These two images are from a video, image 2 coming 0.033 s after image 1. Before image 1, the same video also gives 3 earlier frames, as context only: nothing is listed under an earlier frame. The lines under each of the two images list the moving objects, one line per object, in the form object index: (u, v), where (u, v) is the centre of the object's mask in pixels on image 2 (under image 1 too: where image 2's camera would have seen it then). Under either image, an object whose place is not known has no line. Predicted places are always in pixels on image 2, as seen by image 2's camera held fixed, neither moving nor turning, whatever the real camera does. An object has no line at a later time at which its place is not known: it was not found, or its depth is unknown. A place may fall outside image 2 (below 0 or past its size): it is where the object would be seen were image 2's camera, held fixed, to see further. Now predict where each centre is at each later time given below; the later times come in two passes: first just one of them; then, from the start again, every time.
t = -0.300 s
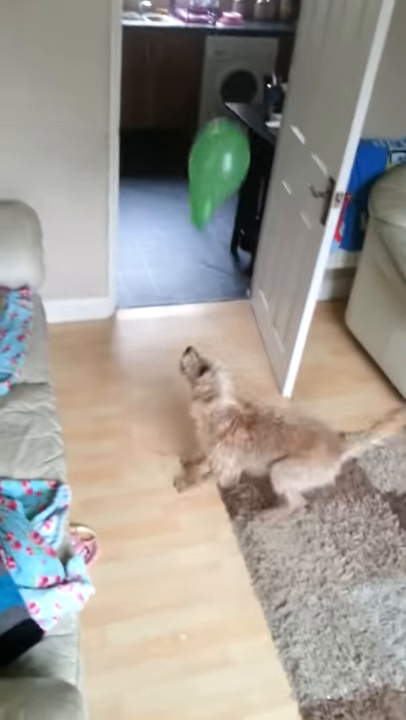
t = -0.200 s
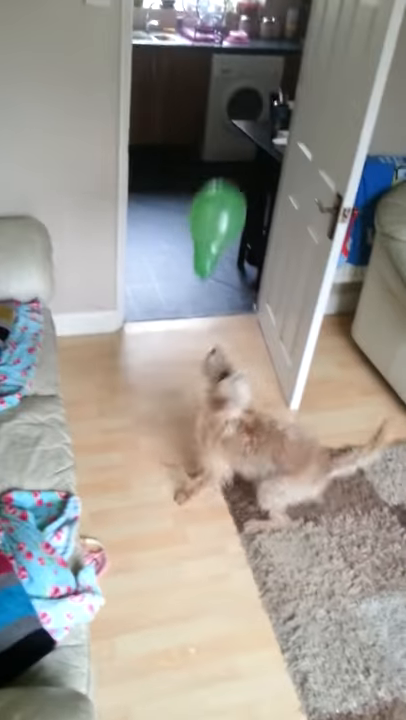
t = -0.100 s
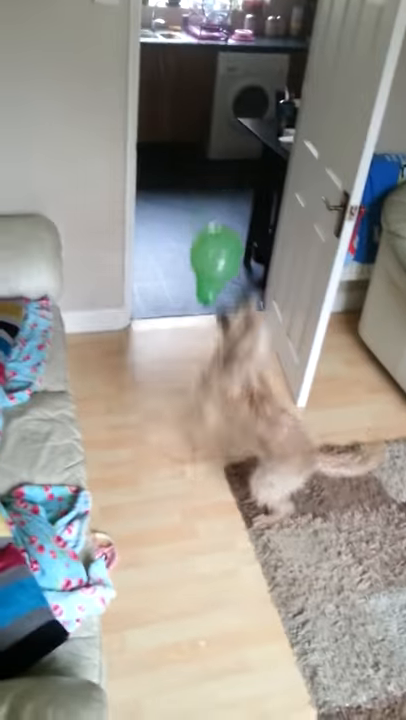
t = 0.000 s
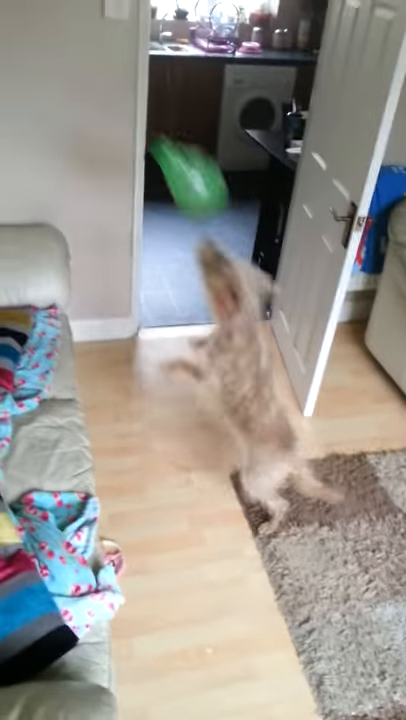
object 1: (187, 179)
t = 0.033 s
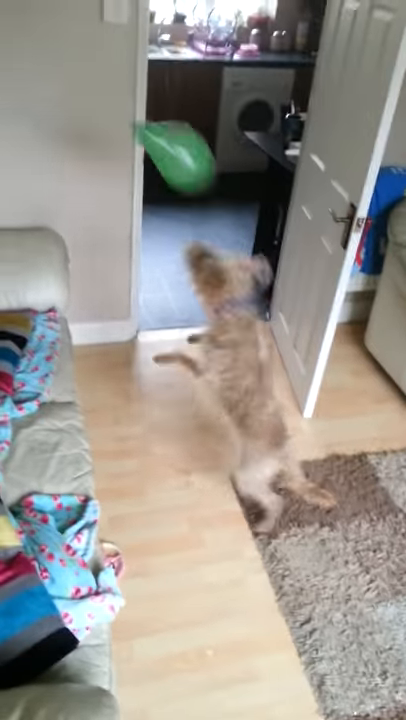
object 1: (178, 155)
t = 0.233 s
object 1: (122, 74)
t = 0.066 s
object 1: (165, 132)
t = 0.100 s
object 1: (154, 115)
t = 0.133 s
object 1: (144, 101)
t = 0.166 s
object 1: (134, 90)
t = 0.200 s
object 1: (127, 80)
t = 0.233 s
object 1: (122, 74)
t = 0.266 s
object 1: (119, 68)
